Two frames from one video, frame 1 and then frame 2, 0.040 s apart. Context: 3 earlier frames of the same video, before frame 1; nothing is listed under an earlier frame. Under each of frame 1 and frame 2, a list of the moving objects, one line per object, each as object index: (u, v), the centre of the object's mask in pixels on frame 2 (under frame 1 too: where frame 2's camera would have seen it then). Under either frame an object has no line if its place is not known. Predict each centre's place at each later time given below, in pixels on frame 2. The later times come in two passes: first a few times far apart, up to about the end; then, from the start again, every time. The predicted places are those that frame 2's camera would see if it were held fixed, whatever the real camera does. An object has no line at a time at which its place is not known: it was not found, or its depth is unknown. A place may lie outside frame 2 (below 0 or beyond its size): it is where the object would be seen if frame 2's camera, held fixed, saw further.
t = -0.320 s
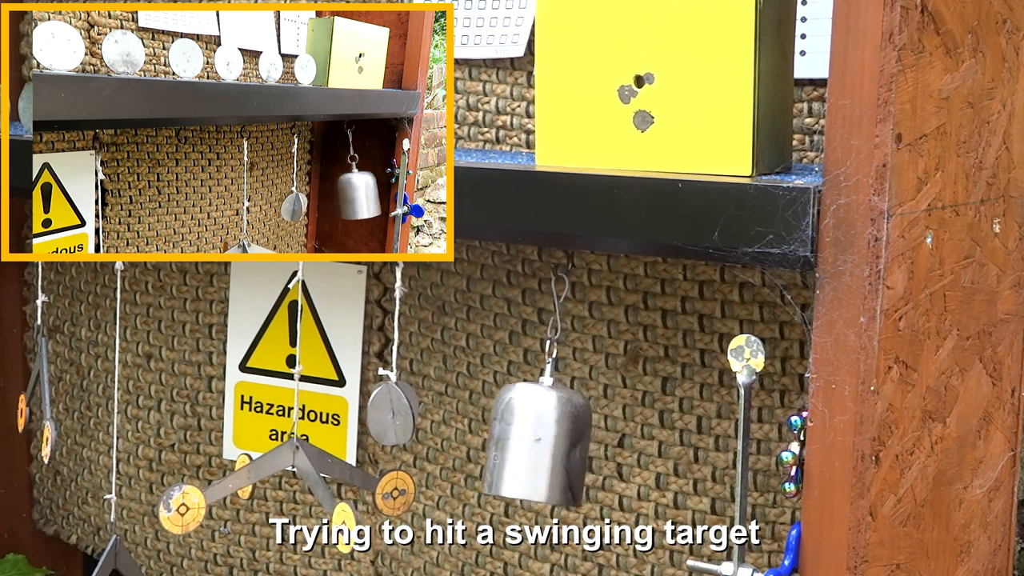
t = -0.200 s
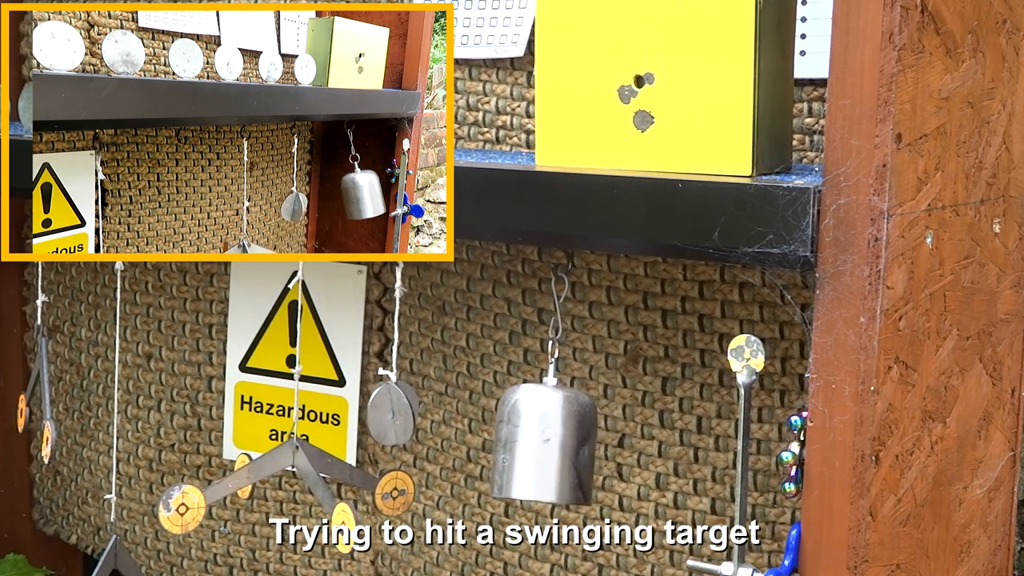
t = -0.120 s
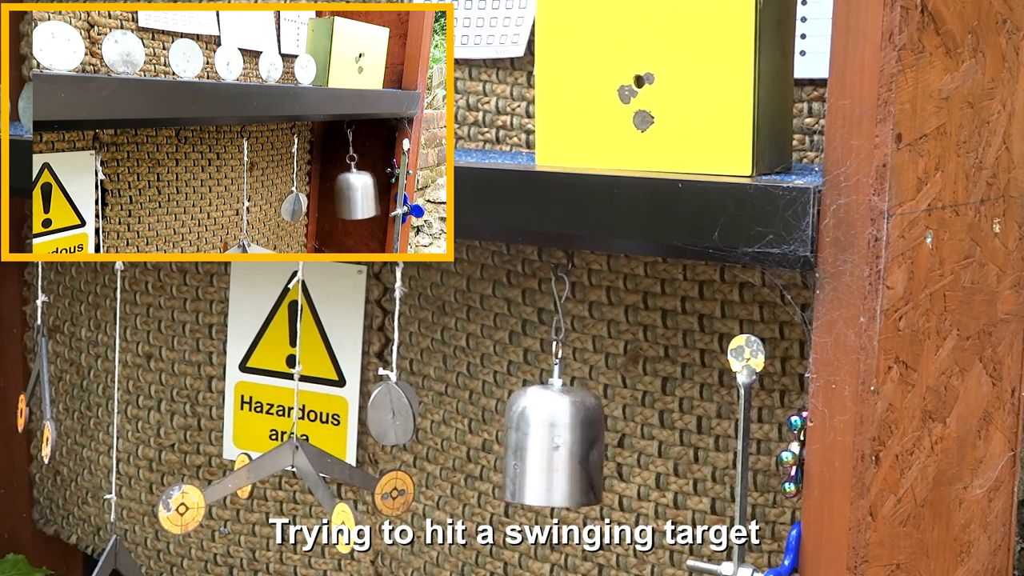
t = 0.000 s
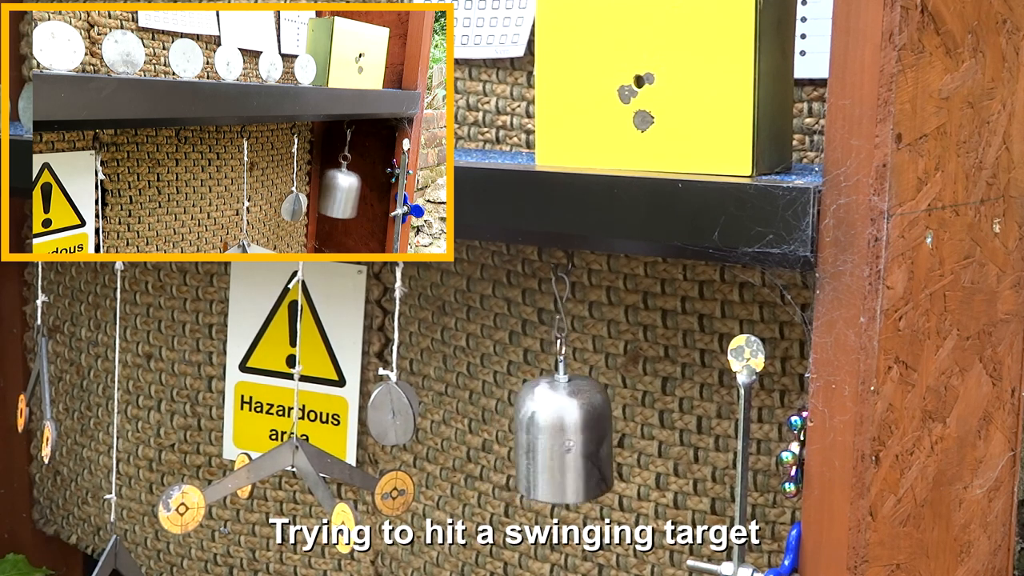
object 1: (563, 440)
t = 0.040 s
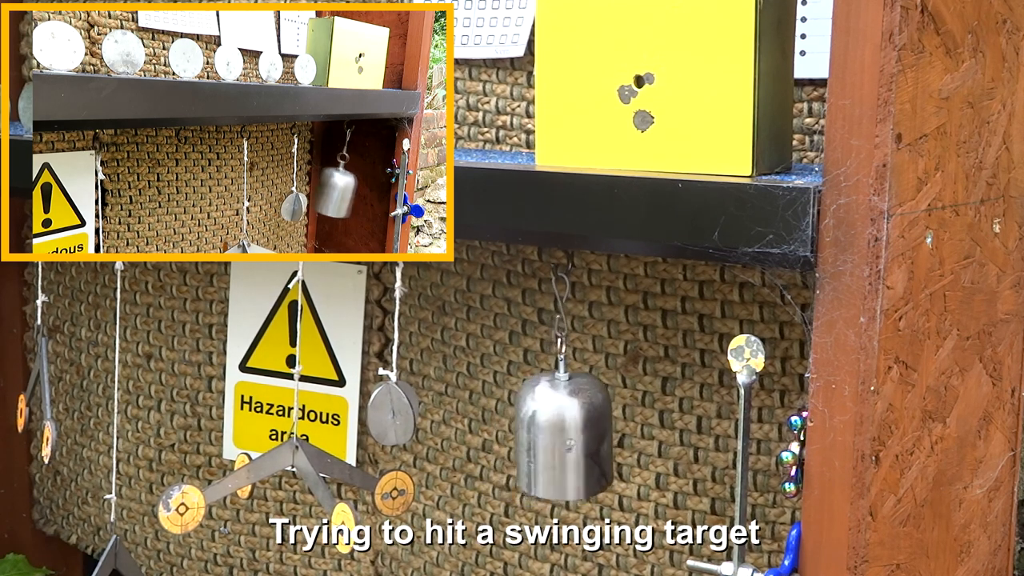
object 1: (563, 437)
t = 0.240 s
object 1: (549, 443)
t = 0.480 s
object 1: (545, 445)
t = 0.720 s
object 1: (560, 439)
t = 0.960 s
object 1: (549, 444)
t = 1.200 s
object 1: (549, 445)
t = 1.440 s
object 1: (556, 438)
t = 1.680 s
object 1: (550, 444)
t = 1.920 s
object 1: (552, 445)
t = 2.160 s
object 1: (553, 437)
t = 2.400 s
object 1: (550, 446)
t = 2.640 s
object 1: (553, 446)
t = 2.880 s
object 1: (552, 436)
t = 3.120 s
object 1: (552, 446)
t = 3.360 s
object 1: (551, 446)
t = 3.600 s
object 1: (552, 436)
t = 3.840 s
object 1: (554, 447)
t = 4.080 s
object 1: (549, 446)
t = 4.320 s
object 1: (553, 436)
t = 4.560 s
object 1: (555, 446)
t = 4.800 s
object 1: (547, 447)
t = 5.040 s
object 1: (573, 400)
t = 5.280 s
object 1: (551, 445)
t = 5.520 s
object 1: (531, 442)
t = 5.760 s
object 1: (575, 409)
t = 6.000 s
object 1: (553, 445)
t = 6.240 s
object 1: (524, 442)
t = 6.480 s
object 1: (581, 414)
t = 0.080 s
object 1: (563, 435)
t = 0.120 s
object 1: (560, 435)
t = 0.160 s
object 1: (557, 437)
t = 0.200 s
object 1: (553, 440)
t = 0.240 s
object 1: (549, 443)
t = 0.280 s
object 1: (545, 445)
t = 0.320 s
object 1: (543, 446)
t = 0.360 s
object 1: (542, 446)
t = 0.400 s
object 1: (542, 445)
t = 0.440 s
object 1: (543, 444)
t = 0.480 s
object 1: (545, 445)
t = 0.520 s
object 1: (548, 446)
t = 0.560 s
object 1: (551, 447)
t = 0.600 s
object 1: (555, 447)
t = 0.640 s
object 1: (557, 446)
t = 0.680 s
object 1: (559, 442)
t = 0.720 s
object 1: (560, 439)
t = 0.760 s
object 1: (559, 436)
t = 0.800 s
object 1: (558, 435)
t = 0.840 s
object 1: (557, 435)
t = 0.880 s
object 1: (554, 438)
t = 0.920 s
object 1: (551, 441)
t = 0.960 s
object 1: (549, 444)
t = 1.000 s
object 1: (546, 446)
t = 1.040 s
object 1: (546, 446)
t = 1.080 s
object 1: (545, 445)
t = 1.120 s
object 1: (546, 444)
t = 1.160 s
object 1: (547, 445)
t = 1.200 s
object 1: (549, 445)
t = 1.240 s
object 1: (551, 446)
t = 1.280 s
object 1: (553, 447)
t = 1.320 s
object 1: (555, 446)
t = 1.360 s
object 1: (556, 445)
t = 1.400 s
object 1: (556, 441)
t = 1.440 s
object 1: (556, 438)
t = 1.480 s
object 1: (555, 436)
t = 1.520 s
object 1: (554, 435)
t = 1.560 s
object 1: (553, 436)
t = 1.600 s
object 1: (551, 438)
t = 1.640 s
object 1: (550, 442)
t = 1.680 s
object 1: (550, 444)
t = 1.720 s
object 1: (549, 447)
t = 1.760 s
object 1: (549, 447)
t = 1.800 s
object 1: (549, 446)
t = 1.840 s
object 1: (550, 445)
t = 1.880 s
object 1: (551, 445)
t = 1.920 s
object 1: (552, 445)
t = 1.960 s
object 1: (552, 447)
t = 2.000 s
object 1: (553, 447)
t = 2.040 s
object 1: (553, 446)
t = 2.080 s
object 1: (553, 444)
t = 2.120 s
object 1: (553, 440)
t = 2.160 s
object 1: (553, 437)
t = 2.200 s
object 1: (552, 435)
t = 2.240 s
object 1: (551, 435)
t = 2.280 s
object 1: (551, 437)
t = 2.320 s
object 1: (551, 440)
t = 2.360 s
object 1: (550, 443)
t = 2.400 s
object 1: (550, 446)
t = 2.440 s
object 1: (551, 447)
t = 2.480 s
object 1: (551, 446)
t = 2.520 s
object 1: (552, 446)
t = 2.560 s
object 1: (553, 445)
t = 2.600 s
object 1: (553, 445)
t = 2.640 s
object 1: (553, 446)
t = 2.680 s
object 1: (553, 447)
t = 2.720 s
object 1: (552, 447)
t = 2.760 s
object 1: (552, 446)
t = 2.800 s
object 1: (552, 443)
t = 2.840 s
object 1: (552, 439)
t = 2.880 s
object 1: (552, 436)
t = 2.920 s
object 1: (552, 435)
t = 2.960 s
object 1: (552, 435)
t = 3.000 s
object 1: (552, 437)
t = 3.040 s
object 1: (552, 441)
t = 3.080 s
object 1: (552, 444)
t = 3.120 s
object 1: (552, 446)
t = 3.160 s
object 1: (553, 447)
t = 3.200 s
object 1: (553, 446)
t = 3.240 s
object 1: (553, 445)
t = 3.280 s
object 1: (552, 445)
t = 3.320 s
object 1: (552, 445)
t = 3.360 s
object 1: (551, 446)
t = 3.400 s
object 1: (551, 447)
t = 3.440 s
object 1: (551, 446)
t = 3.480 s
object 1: (551, 444)
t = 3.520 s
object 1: (551, 441)
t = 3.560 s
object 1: (552, 438)
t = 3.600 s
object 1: (552, 436)
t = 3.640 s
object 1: (553, 435)
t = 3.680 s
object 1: (553, 436)
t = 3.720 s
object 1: (553, 439)
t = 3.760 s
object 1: (554, 442)
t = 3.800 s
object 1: (554, 445)
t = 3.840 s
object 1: (554, 447)
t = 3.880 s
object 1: (553, 447)
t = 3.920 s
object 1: (553, 446)
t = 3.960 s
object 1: (552, 445)
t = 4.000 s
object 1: (551, 445)
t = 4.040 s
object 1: (550, 445)
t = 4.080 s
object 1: (549, 446)
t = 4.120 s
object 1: (549, 447)
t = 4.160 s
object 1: (549, 446)
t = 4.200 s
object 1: (550, 443)
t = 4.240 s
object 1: (551, 440)
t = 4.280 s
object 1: (552, 437)
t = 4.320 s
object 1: (553, 436)
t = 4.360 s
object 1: (554, 436)
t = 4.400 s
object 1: (555, 438)
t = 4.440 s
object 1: (556, 441)
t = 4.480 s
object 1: (556, 444)
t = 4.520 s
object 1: (555, 446)
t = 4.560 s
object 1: (555, 446)
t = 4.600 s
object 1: (553, 446)
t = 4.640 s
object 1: (552, 445)
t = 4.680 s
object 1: (551, 445)
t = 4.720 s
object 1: (549, 445)
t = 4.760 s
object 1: (548, 446)
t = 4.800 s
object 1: (547, 447)
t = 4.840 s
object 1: (547, 447)
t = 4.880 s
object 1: (549, 444)
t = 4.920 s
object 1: (558, 431)
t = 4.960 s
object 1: (565, 419)
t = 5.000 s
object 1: (570, 405)
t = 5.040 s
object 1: (573, 400)
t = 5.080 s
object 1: (575, 402)
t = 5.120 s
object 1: (575, 411)
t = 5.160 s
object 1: (571, 425)
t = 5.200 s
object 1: (565, 438)
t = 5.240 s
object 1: (558, 445)
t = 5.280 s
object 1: (551, 445)
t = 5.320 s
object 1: (543, 442)
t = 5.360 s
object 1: (536, 438)
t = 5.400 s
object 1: (531, 434)
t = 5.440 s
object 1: (528, 434)
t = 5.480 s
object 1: (528, 438)
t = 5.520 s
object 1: (531, 442)
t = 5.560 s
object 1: (536, 445)
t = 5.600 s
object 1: (543, 444)
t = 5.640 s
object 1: (552, 437)
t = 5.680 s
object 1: (561, 425)
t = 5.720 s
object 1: (569, 415)
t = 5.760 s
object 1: (575, 409)
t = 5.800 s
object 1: (578, 408)
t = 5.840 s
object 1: (579, 415)
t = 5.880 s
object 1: (577, 426)
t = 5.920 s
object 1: (571, 439)
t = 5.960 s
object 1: (562, 445)
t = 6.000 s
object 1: (553, 445)
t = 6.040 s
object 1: (543, 444)
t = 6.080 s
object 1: (533, 440)
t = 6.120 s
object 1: (526, 437)
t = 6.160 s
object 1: (522, 436)
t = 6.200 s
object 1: (521, 438)
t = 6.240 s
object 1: (524, 442)
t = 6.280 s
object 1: (530, 445)
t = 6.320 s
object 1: (540, 445)
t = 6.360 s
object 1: (552, 439)
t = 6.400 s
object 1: (563, 430)
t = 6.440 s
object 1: (573, 420)
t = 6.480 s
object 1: (581, 414)
